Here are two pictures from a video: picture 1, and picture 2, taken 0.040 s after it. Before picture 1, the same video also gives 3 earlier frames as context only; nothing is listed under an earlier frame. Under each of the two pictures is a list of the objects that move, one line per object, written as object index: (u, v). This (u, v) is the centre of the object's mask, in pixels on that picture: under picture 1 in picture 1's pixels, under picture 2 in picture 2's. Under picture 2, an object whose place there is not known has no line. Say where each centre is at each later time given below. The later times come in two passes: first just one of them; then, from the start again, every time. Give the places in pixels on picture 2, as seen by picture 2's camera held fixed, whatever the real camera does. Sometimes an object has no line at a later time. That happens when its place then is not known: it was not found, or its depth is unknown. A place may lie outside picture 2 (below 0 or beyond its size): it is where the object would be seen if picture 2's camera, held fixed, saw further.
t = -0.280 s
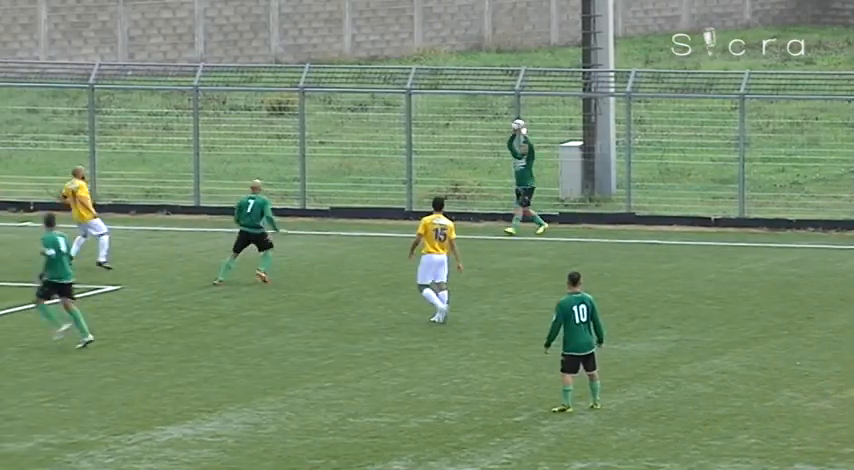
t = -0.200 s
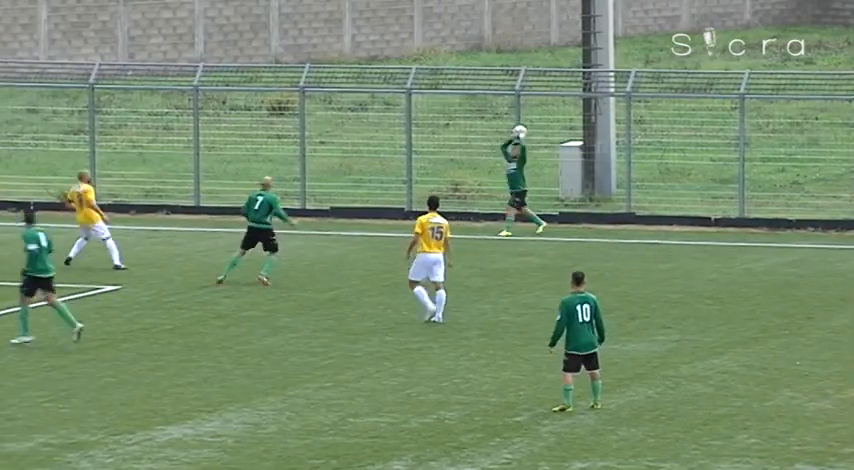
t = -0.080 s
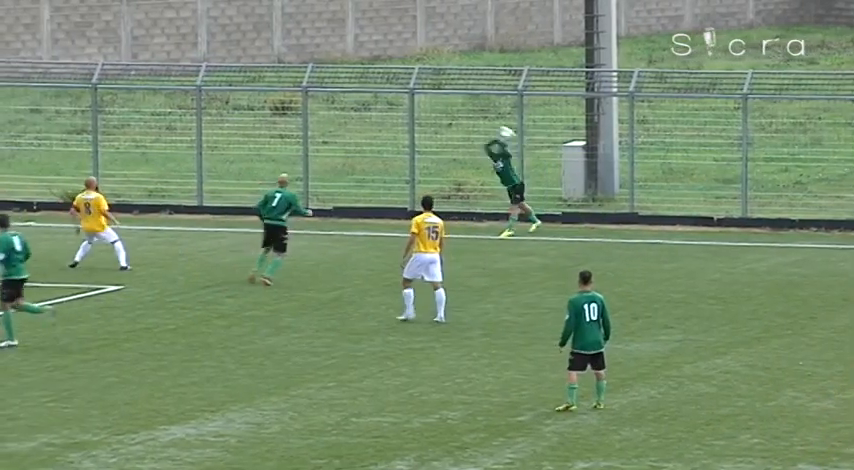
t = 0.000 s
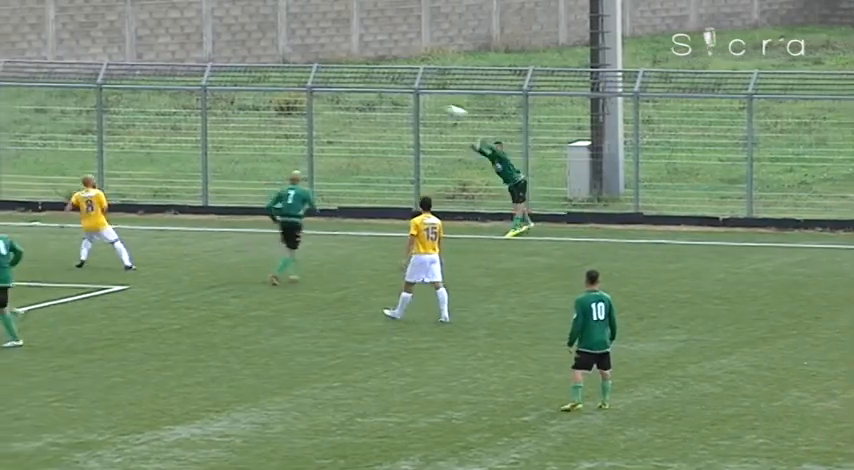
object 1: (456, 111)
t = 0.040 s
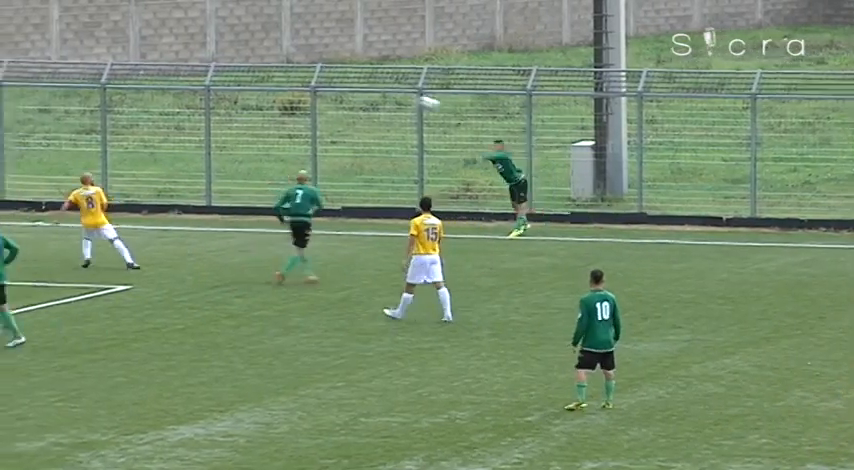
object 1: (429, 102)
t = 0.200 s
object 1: (313, 77)
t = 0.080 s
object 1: (398, 94)
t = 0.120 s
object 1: (369, 86)
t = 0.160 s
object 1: (340, 82)
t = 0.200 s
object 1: (313, 77)
